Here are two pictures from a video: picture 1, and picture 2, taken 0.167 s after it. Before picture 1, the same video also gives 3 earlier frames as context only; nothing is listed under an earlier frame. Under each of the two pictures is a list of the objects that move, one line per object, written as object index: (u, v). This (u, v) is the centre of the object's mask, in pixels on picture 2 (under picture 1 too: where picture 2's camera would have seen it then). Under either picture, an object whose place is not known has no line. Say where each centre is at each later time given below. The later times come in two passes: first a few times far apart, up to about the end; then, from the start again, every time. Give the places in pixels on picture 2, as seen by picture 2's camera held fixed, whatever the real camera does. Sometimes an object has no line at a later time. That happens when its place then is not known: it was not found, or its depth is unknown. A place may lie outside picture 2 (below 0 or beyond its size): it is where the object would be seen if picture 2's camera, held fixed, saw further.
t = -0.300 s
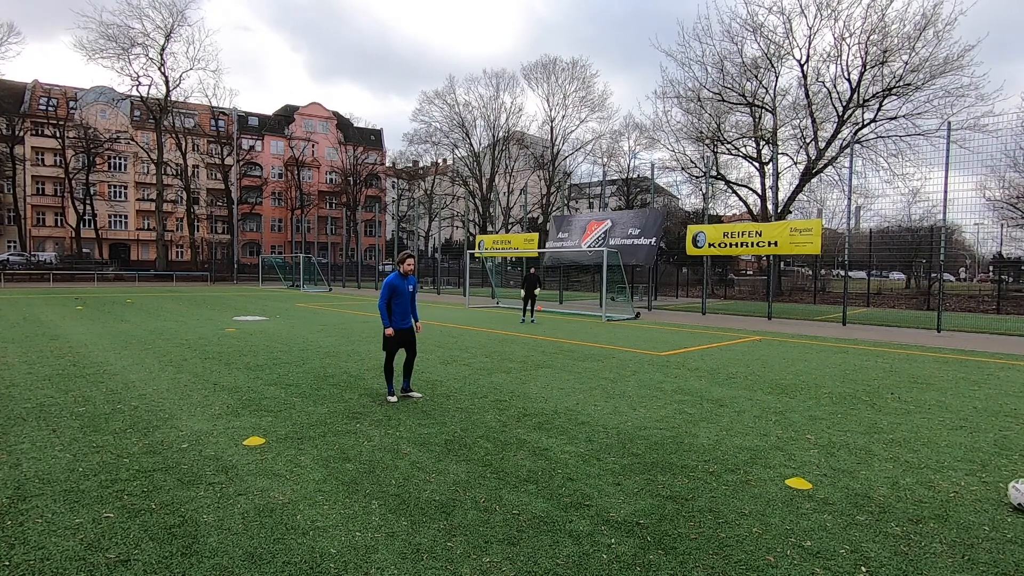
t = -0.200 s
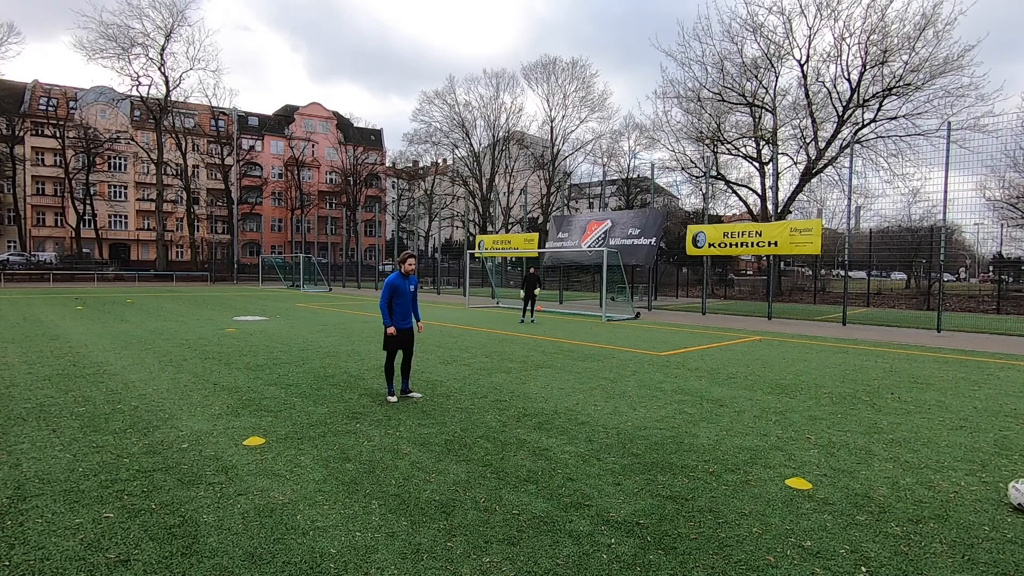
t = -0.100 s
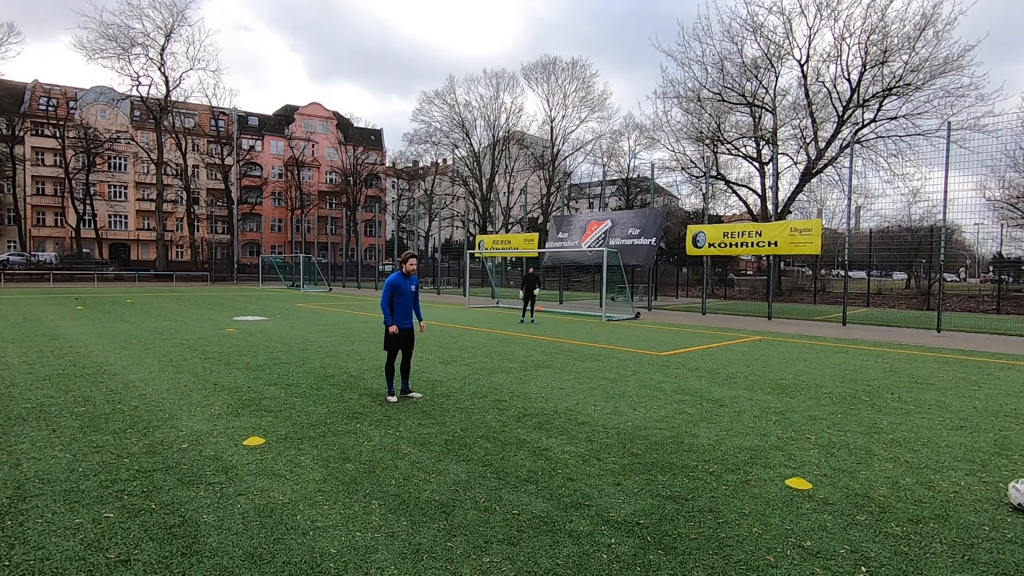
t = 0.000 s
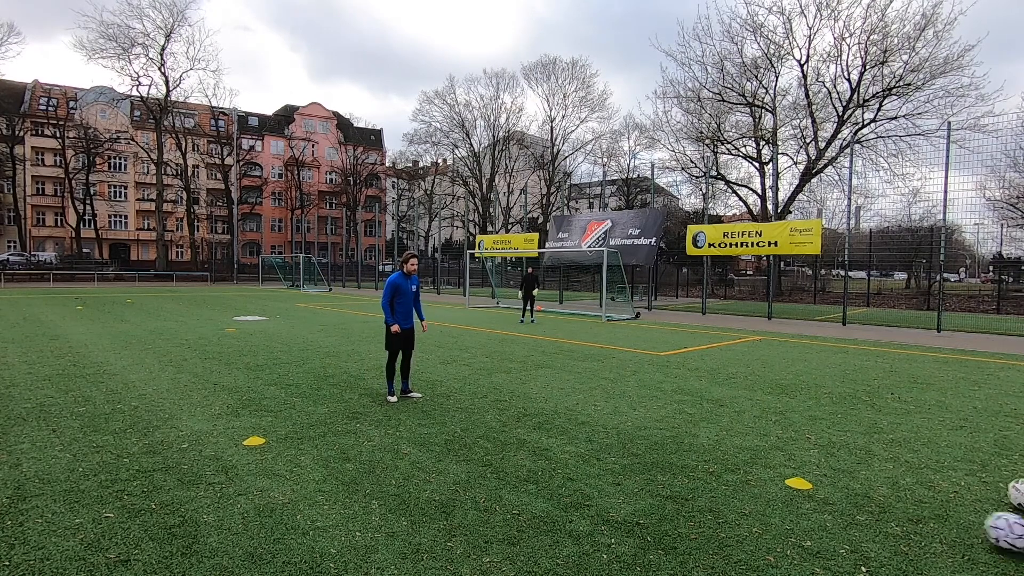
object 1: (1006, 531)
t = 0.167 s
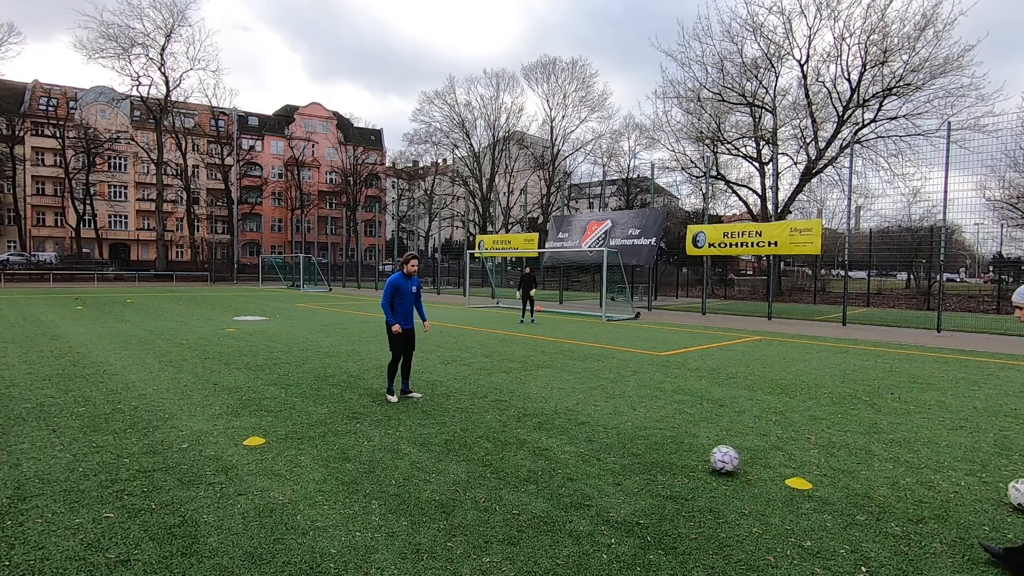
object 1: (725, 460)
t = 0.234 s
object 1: (653, 442)
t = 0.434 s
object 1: (511, 405)
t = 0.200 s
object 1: (687, 451)
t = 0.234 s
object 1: (653, 442)
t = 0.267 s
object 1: (623, 434)
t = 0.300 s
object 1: (597, 427)
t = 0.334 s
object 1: (572, 421)
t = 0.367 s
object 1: (549, 415)
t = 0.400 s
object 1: (529, 410)
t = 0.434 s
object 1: (511, 405)
